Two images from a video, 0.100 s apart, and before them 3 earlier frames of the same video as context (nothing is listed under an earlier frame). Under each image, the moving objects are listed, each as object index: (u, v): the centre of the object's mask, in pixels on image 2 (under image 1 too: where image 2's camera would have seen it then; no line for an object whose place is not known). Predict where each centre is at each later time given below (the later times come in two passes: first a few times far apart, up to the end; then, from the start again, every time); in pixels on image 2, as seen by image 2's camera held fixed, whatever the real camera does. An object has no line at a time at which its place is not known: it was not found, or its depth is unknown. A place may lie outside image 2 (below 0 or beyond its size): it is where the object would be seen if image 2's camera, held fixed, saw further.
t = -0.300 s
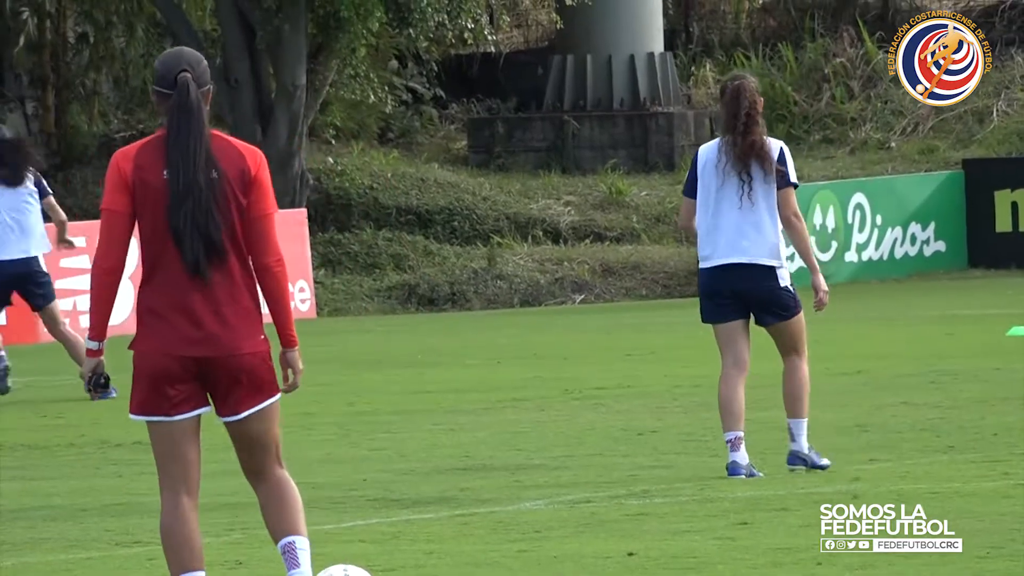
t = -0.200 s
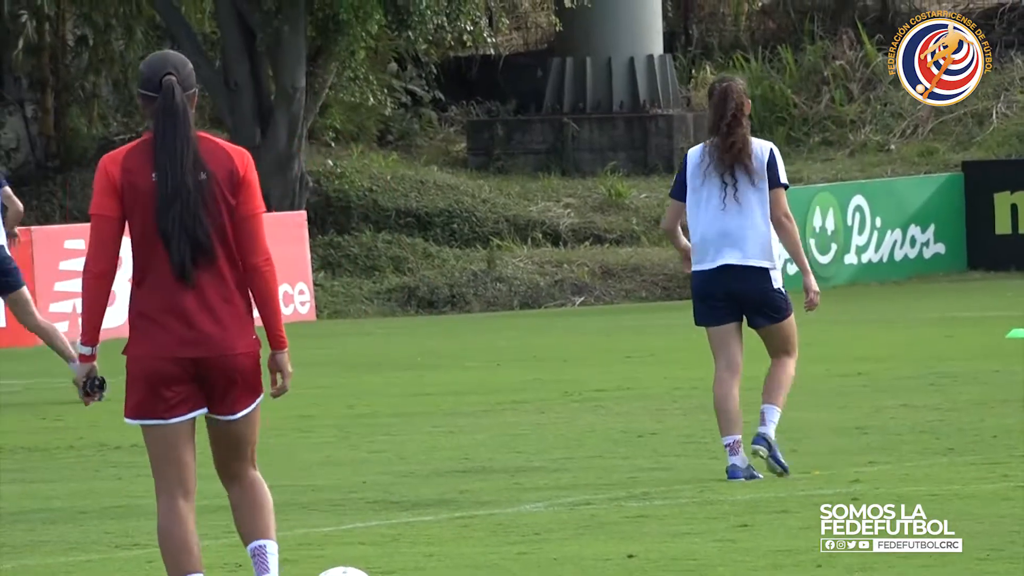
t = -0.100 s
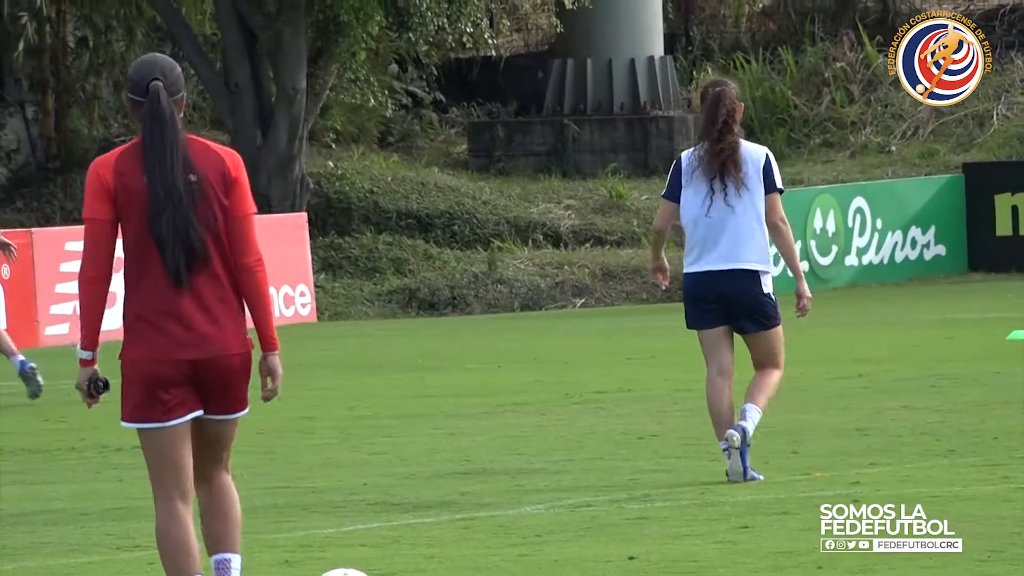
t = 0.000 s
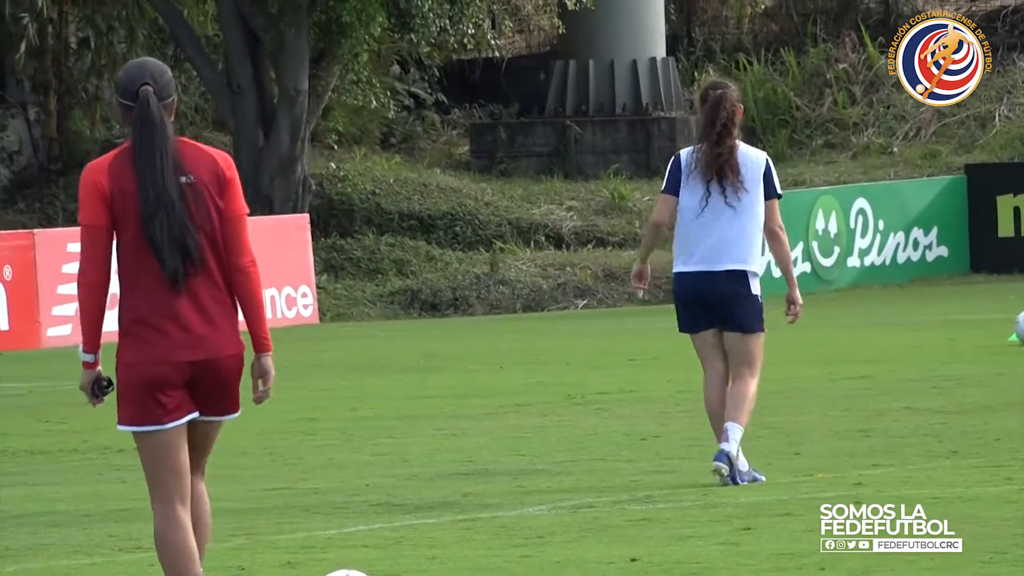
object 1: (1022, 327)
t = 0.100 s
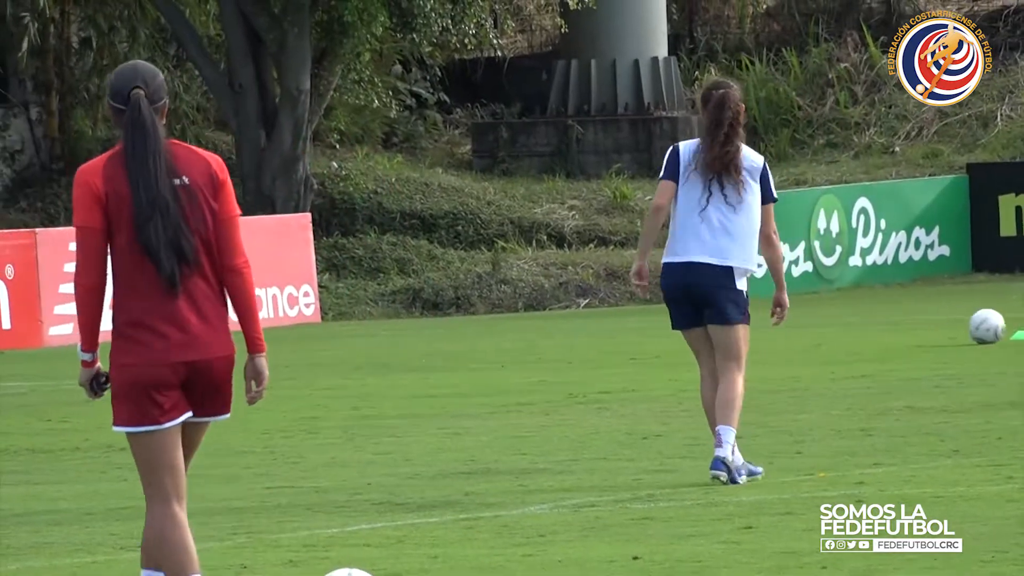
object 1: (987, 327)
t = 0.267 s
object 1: (910, 328)
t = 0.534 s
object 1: (795, 330)
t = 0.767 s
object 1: (703, 330)
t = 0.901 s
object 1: (654, 330)
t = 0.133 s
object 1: (971, 327)
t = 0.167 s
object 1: (955, 327)
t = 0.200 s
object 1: (940, 327)
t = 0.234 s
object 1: (925, 328)
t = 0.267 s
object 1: (910, 328)
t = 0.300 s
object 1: (895, 328)
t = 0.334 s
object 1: (880, 328)
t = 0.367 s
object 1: (865, 329)
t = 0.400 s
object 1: (850, 329)
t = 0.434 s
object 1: (836, 329)
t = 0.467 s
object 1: (822, 329)
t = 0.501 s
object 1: (809, 330)
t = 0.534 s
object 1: (795, 330)
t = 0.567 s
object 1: (781, 329)
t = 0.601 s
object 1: (768, 328)
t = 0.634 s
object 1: (755, 329)
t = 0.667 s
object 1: (741, 330)
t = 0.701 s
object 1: (729, 330)
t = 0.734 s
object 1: (716, 330)
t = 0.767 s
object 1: (703, 330)
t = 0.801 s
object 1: (691, 330)
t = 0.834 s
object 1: (679, 330)
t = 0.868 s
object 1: (666, 330)
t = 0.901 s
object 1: (654, 330)
